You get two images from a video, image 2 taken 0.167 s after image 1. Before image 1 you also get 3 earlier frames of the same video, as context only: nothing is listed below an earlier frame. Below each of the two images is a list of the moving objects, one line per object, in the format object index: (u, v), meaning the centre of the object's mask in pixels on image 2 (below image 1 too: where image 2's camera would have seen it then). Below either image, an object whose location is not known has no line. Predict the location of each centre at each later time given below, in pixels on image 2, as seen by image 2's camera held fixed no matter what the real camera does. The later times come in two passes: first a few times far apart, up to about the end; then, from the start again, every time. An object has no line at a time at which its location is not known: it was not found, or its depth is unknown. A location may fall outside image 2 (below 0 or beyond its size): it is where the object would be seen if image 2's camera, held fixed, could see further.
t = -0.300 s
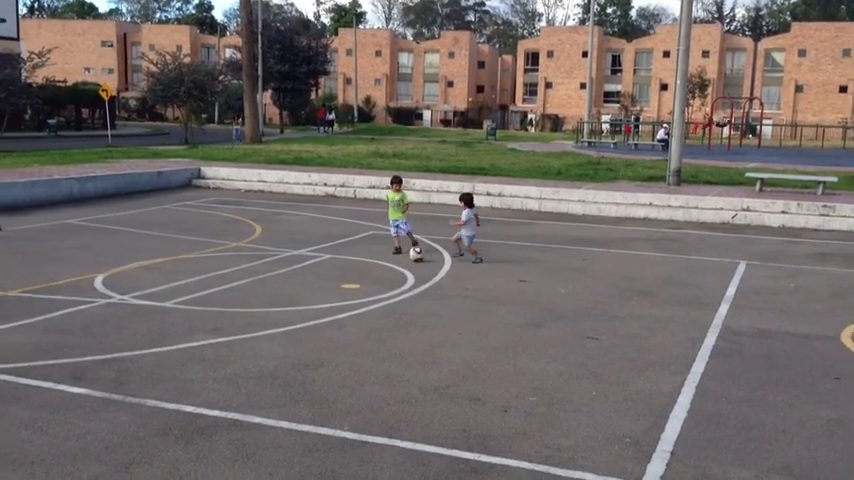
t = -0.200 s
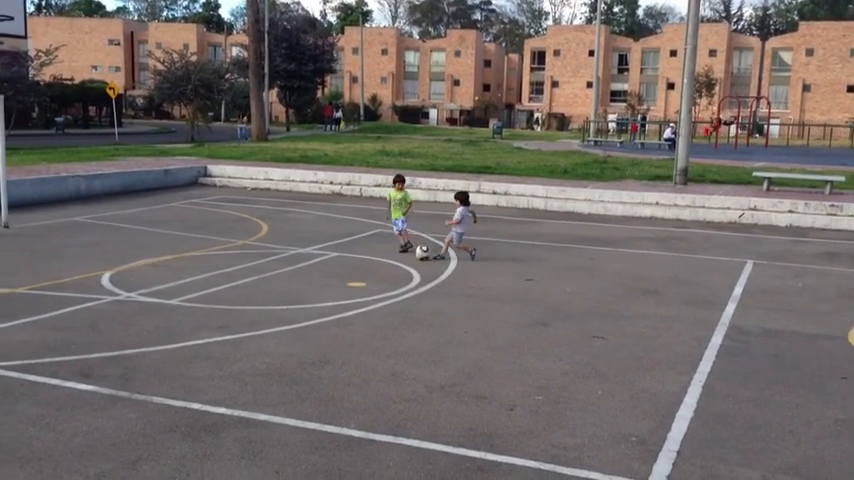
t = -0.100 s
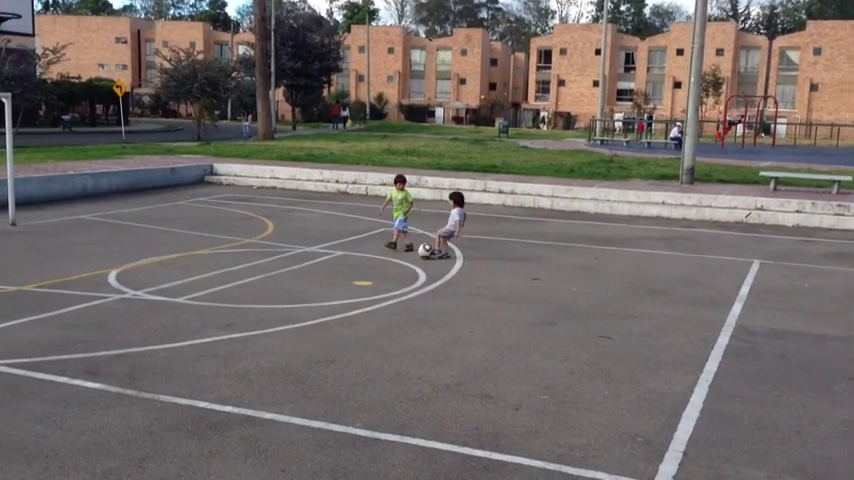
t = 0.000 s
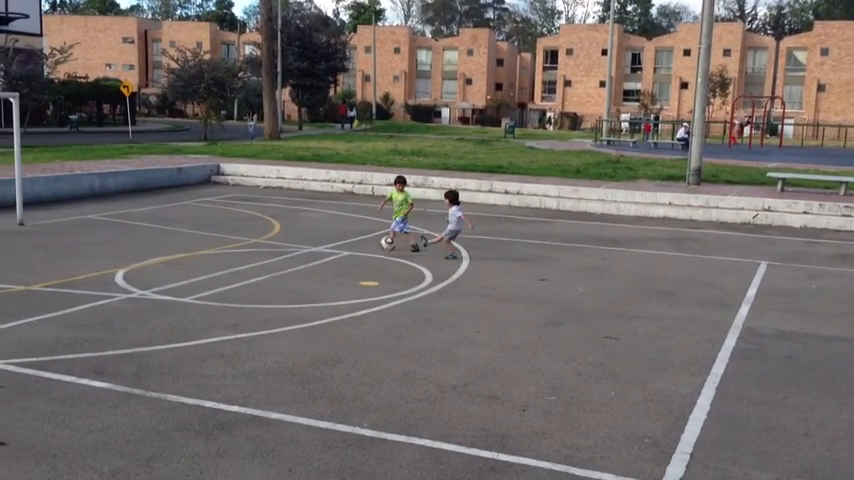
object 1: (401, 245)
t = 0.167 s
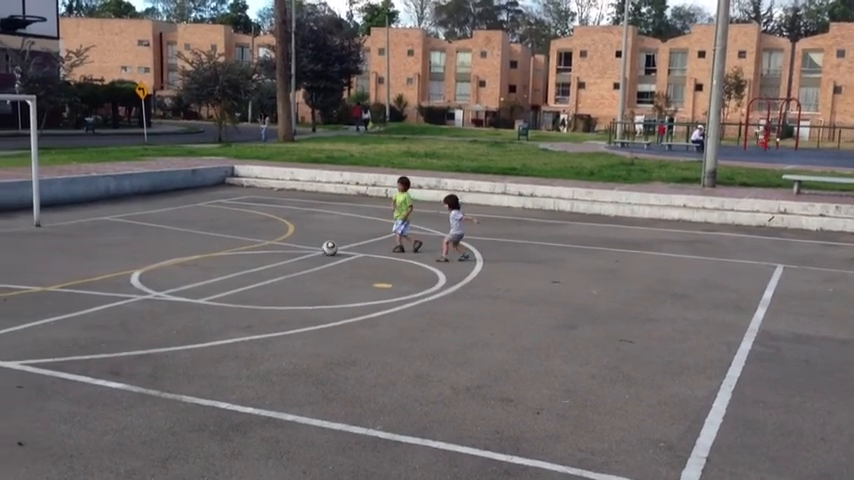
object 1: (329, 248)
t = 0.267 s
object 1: (292, 244)
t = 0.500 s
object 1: (214, 243)
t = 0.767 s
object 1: (148, 238)
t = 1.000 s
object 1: (101, 236)
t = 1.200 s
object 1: (63, 234)
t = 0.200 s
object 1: (316, 247)
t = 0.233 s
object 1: (304, 245)
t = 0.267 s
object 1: (292, 244)
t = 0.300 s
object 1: (280, 244)
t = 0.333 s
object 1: (268, 244)
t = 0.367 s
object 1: (256, 244)
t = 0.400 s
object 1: (245, 243)
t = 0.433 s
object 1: (235, 242)
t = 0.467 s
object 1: (224, 243)
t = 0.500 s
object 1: (214, 243)
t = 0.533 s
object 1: (205, 241)
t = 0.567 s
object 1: (195, 241)
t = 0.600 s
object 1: (186, 241)
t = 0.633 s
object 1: (178, 239)
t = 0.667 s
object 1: (170, 239)
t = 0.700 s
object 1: (162, 239)
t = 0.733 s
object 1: (154, 239)
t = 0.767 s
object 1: (148, 238)
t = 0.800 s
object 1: (141, 238)
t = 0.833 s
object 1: (134, 237)
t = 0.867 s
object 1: (128, 237)
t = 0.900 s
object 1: (121, 237)
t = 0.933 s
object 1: (114, 236)
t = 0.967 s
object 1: (109, 236)
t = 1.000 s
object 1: (101, 236)
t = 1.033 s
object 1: (95, 235)
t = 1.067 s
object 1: (89, 235)
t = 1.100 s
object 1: (82, 234)
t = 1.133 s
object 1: (75, 234)
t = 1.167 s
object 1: (70, 234)
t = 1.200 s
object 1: (63, 234)
